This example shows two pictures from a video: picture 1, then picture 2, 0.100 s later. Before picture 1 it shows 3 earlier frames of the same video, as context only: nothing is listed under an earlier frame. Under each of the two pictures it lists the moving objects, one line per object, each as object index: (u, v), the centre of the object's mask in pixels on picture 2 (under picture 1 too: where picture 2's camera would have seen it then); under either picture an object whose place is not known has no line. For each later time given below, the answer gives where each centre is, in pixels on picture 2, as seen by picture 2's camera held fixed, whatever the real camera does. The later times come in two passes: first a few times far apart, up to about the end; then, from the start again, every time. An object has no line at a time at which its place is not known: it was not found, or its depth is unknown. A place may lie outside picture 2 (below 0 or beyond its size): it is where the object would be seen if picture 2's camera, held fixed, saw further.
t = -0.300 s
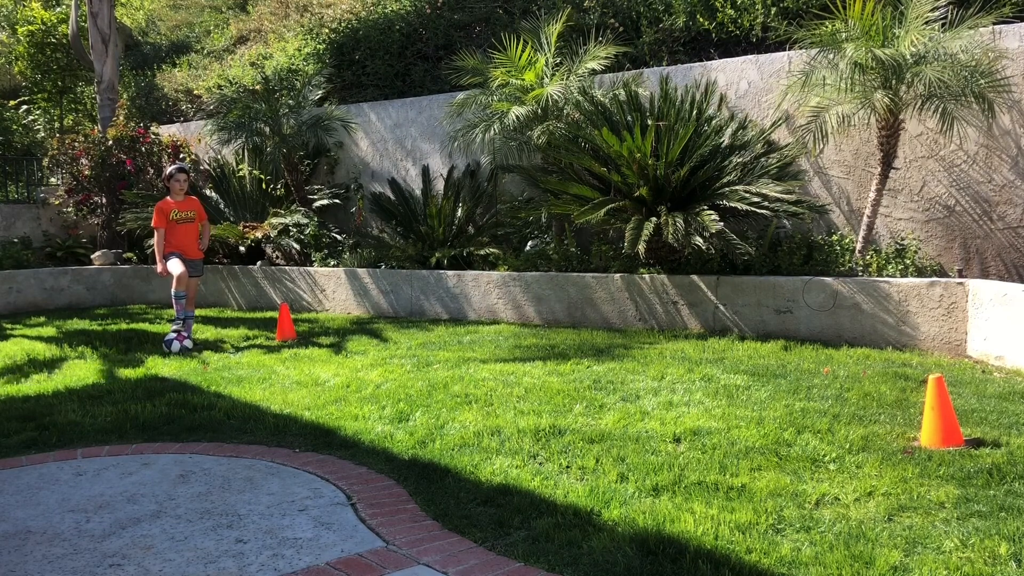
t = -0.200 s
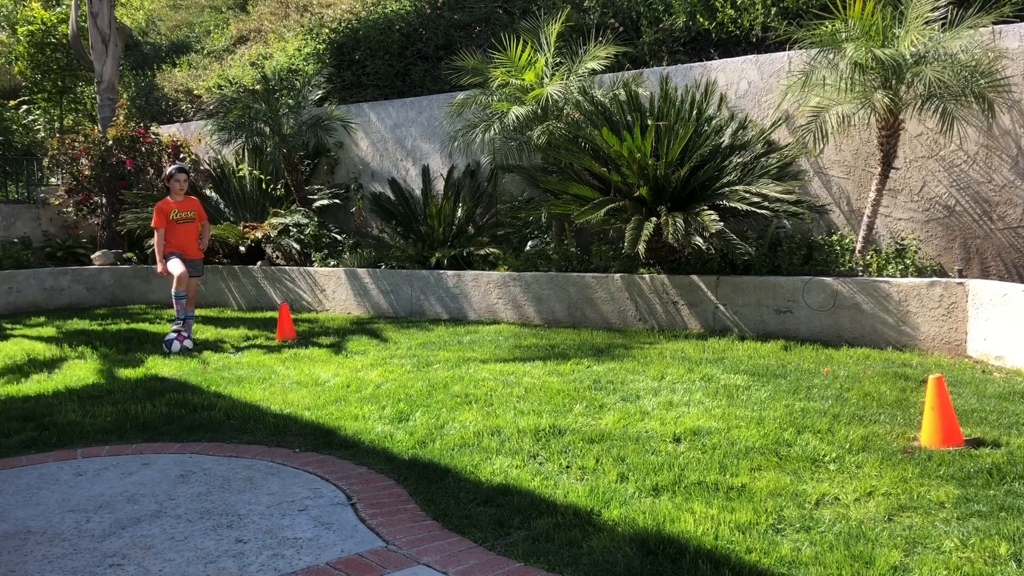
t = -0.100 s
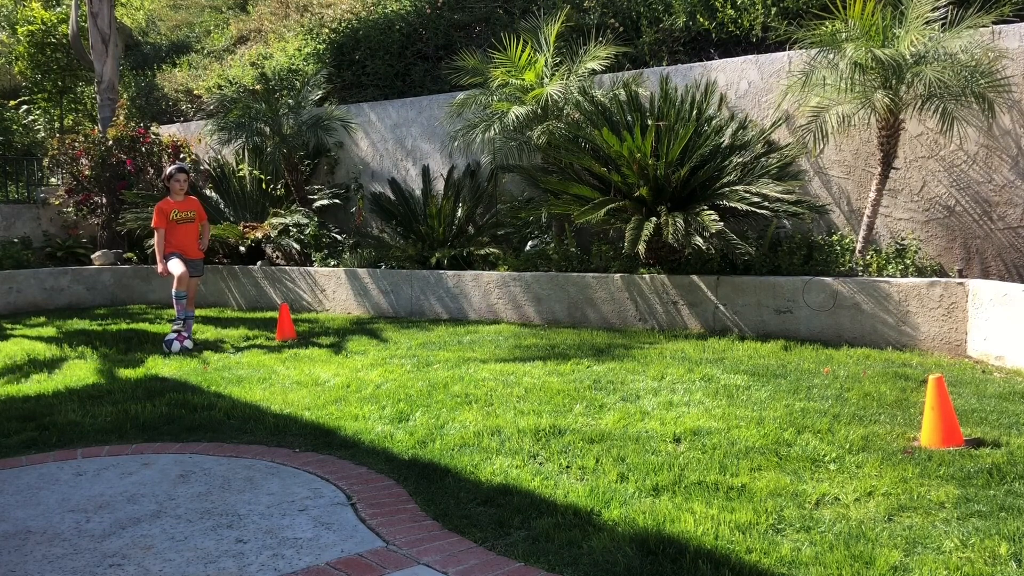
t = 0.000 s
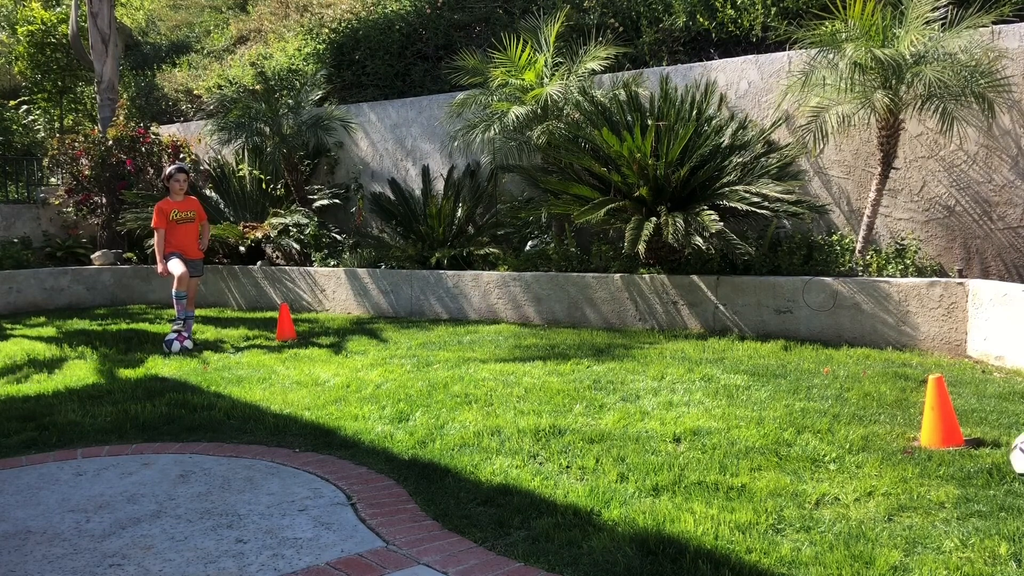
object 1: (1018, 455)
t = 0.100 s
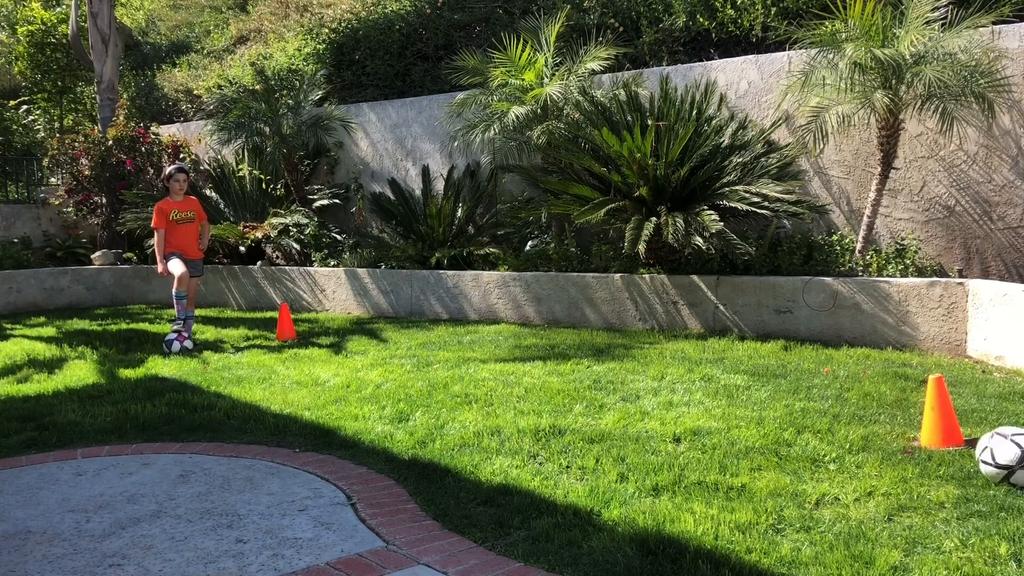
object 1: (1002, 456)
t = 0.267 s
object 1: (973, 456)
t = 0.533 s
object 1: (926, 459)
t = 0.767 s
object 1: (900, 464)
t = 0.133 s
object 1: (998, 455)
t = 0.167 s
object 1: (993, 455)
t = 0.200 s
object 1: (987, 456)
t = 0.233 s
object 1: (980, 456)
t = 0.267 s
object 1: (973, 456)
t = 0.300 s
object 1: (966, 456)
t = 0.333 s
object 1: (960, 457)
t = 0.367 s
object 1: (953, 458)
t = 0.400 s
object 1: (947, 459)
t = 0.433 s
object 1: (941, 459)
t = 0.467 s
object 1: (936, 459)
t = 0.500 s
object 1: (931, 458)
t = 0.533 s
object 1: (926, 459)
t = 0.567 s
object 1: (922, 460)
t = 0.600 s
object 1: (917, 461)
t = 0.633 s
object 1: (913, 461)
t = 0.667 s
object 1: (910, 462)
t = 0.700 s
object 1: (906, 463)
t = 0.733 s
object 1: (903, 464)
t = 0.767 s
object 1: (900, 464)
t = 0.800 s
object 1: (898, 465)
